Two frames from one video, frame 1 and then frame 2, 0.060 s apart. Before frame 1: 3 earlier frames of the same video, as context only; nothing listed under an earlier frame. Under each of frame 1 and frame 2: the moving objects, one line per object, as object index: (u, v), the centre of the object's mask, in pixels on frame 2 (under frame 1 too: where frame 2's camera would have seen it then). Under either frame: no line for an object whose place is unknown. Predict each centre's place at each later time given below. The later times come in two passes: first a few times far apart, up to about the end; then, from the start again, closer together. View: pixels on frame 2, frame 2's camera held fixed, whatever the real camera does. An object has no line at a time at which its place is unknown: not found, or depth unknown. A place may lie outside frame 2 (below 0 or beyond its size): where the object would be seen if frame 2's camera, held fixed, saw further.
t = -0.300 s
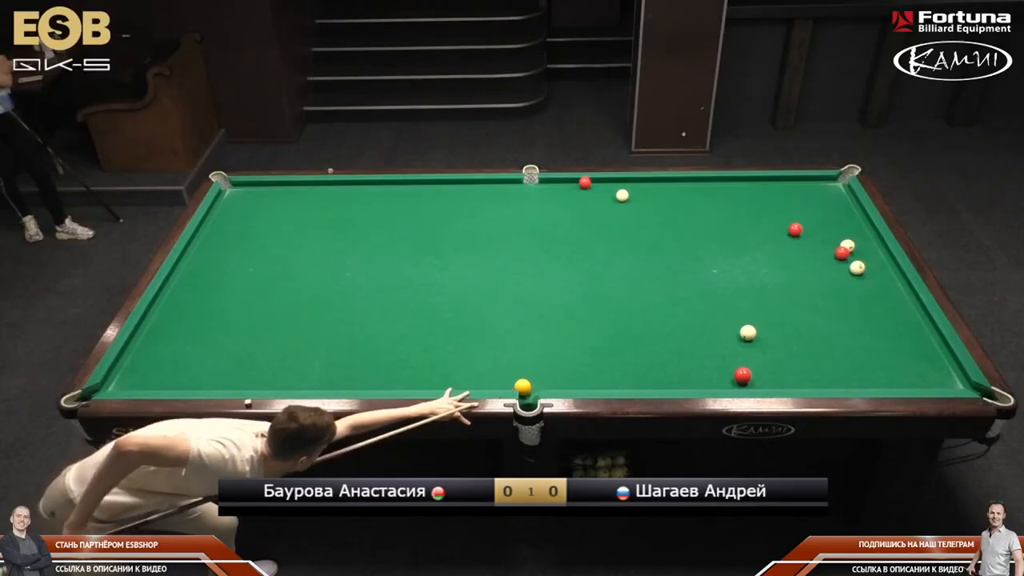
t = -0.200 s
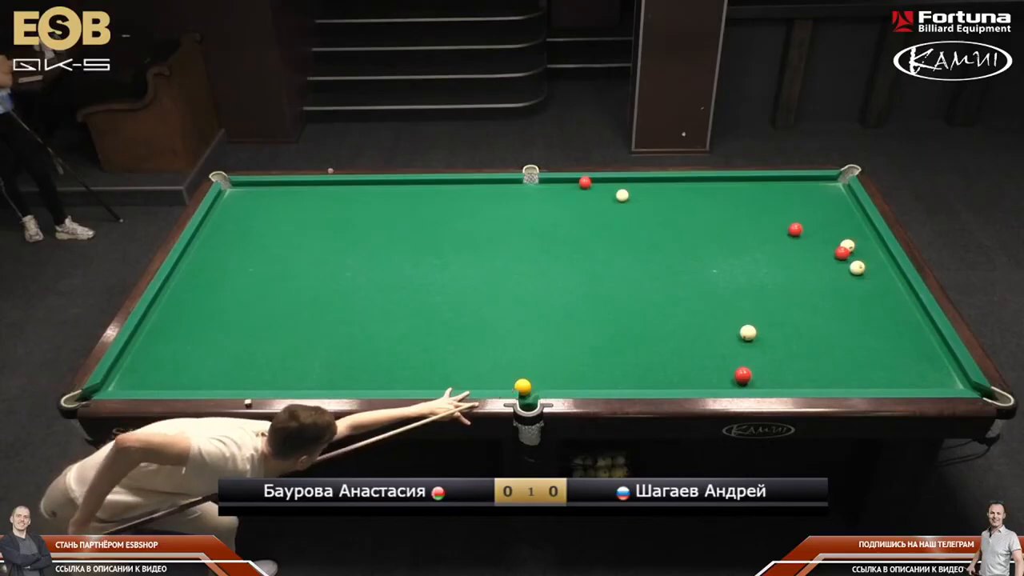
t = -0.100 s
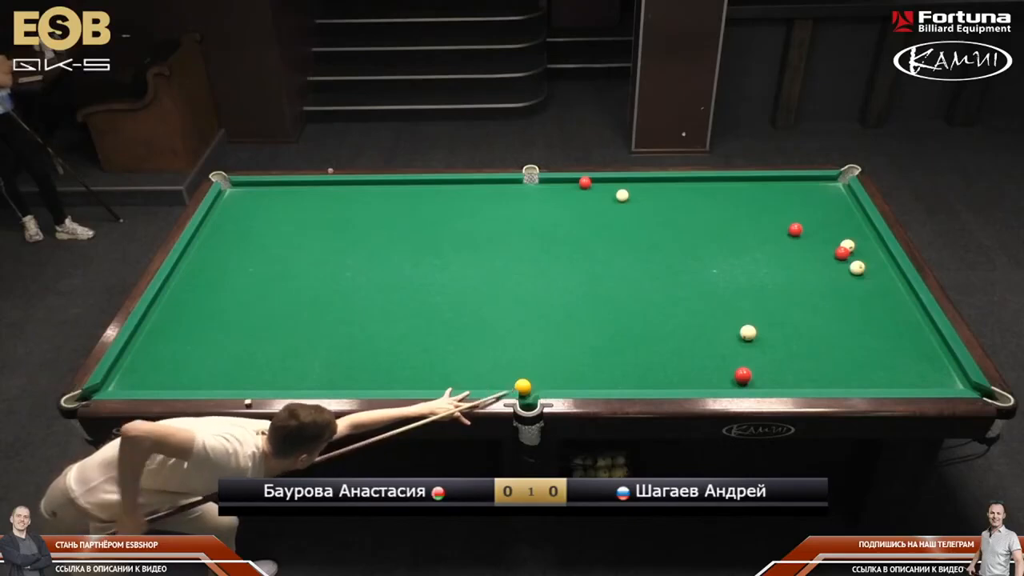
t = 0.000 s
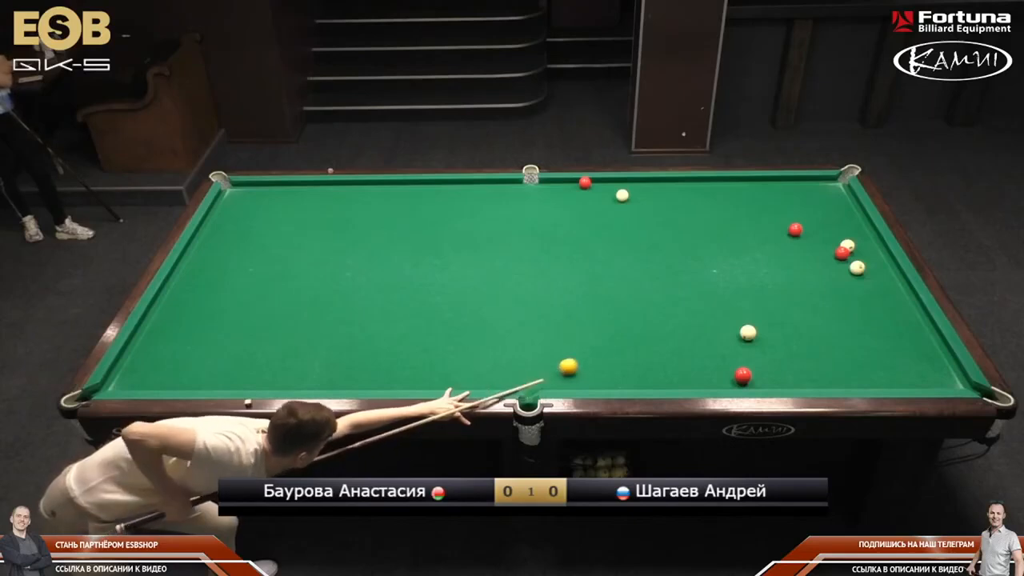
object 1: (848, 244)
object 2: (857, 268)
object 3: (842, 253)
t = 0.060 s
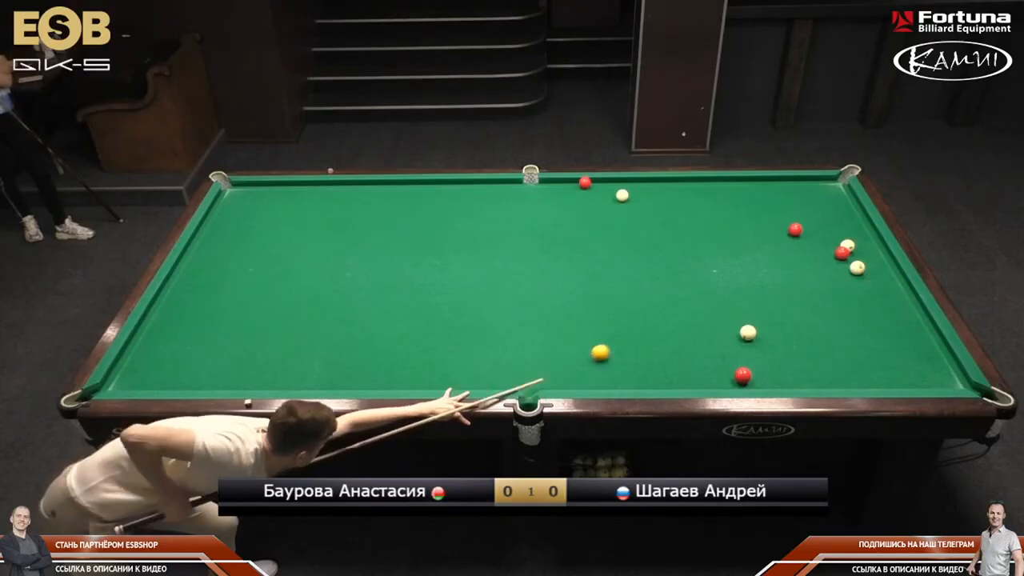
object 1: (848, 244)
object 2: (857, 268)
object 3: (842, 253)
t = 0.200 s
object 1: (848, 244)
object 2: (857, 268)
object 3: (842, 253)
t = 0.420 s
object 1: (848, 244)
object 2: (857, 268)
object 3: (842, 253)
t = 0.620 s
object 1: (849, 242)
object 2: (857, 268)
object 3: (862, 255)
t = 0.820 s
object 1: (854, 231)
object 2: (857, 267)
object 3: (873, 267)
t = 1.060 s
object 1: (860, 218)
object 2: (829, 269)
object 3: (867, 274)
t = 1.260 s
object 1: (856, 210)
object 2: (808, 270)
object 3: (863, 279)
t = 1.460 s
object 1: (847, 203)
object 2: (788, 272)
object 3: (858, 285)
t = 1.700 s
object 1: (836, 196)
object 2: (765, 273)
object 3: (852, 291)
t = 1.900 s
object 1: (828, 190)
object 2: (746, 274)
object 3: (848, 296)
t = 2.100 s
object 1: (821, 184)
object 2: (728, 275)
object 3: (844, 300)
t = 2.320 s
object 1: (813, 179)
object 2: (709, 276)
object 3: (840, 305)
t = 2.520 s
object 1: (812, 181)
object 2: (693, 277)
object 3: (836, 309)
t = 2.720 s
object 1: (811, 184)
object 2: (677, 278)
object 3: (833, 313)
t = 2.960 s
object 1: (810, 187)
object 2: (658, 279)
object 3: (829, 317)
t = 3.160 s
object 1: (810, 189)
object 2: (644, 280)
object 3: (826, 320)
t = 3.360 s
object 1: (809, 191)
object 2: (630, 280)
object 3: (824, 323)
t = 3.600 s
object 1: (808, 193)
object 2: (615, 281)
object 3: (822, 325)
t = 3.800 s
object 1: (808, 194)
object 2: (603, 282)
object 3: (820, 328)
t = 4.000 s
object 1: (808, 196)
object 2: (592, 283)
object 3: (818, 330)
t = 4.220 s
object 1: (807, 197)
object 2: (579, 283)
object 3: (817, 331)
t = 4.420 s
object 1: (807, 197)
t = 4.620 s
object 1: (807, 197)
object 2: (559, 284)
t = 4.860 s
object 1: (807, 198)
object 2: (549, 285)
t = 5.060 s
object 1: (807, 198)
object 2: (541, 285)
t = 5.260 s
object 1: (807, 198)
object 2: (533, 285)
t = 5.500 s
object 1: (807, 198)
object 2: (525, 285)
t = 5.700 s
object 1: (807, 198)
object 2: (520, 286)
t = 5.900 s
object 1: (807, 198)
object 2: (514, 286)
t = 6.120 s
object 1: (807, 198)
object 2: (509, 286)
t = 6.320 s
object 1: (807, 198)
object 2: (506, 286)
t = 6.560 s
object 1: (807, 198)
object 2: (502, 286)
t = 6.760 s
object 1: (807, 198)
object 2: (500, 286)
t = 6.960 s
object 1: (807, 198)
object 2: (498, 286)
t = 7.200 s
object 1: (807, 198)
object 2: (497, 286)
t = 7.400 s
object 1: (807, 198)
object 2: (497, 286)
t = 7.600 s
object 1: (807, 198)
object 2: (497, 286)
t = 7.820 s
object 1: (807, 198)
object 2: (497, 286)
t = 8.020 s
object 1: (807, 198)
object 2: (497, 286)
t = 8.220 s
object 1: (807, 198)
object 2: (497, 286)
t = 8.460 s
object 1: (807, 198)
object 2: (497, 286)
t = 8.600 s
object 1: (807, 198)
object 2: (497, 286)
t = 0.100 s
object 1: (848, 244)
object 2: (857, 268)
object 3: (842, 253)
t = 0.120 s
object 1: (848, 244)
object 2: (857, 268)
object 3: (842, 253)
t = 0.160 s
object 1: (848, 244)
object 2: (857, 268)
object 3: (842, 253)
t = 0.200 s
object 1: (848, 244)
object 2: (857, 268)
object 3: (842, 253)
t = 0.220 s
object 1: (848, 244)
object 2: (857, 268)
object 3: (842, 253)
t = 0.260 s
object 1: (848, 244)
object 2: (857, 268)
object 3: (842, 253)
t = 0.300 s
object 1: (848, 244)
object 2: (857, 268)
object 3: (842, 253)
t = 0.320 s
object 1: (848, 244)
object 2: (857, 268)
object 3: (842, 253)
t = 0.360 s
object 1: (848, 244)
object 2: (857, 268)
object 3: (842, 253)
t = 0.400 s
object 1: (848, 244)
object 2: (857, 268)
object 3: (842, 253)
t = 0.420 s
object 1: (848, 244)
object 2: (857, 268)
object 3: (842, 253)
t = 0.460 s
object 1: (848, 244)
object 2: (857, 268)
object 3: (842, 253)
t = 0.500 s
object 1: (848, 244)
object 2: (857, 268)
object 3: (842, 253)
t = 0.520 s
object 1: (848, 244)
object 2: (857, 268)
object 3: (842, 253)
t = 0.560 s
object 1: (848, 244)
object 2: (857, 268)
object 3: (842, 253)
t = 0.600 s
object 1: (848, 243)
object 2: (857, 268)
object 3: (854, 253)
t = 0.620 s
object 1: (849, 242)
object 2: (857, 268)
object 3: (862, 255)
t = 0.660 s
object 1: (850, 240)
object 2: (857, 268)
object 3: (877, 259)
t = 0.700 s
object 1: (851, 238)
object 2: (857, 268)
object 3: (891, 262)
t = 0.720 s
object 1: (852, 236)
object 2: (857, 268)
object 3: (890, 263)
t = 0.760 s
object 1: (853, 234)
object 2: (857, 267)
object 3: (882, 265)
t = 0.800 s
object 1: (854, 232)
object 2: (857, 268)
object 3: (876, 266)
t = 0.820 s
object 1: (854, 231)
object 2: (857, 267)
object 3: (873, 267)
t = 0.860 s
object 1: (855, 229)
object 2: (852, 268)
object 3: (872, 268)
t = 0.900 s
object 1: (856, 226)
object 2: (846, 268)
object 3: (872, 269)
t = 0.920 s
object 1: (857, 225)
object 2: (844, 268)
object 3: (871, 270)
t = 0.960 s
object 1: (858, 223)
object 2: (840, 269)
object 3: (870, 271)
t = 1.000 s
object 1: (859, 221)
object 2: (836, 269)
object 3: (869, 272)
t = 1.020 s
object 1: (859, 220)
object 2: (834, 269)
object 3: (869, 273)
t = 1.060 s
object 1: (860, 218)
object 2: (829, 269)
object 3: (867, 274)
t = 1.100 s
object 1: (861, 216)
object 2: (825, 270)
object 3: (867, 275)
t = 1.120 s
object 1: (862, 215)
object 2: (823, 270)
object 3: (866, 276)
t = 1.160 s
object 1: (861, 213)
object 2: (819, 270)
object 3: (865, 277)
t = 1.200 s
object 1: (859, 212)
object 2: (815, 270)
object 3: (864, 278)
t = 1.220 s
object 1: (858, 211)
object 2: (812, 270)
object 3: (864, 278)
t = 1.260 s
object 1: (856, 210)
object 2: (808, 270)
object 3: (863, 279)
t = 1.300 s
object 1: (854, 208)
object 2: (804, 271)
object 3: (862, 281)
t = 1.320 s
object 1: (853, 208)
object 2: (802, 271)
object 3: (861, 281)
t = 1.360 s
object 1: (851, 206)
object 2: (798, 271)
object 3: (860, 282)
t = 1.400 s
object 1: (849, 205)
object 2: (794, 271)
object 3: (859, 283)
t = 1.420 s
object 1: (849, 205)
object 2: (792, 271)
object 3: (859, 284)
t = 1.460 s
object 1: (847, 203)
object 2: (788, 272)
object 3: (858, 285)
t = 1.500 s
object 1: (845, 202)
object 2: (784, 272)
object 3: (857, 286)
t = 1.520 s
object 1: (844, 201)
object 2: (782, 272)
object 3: (857, 286)
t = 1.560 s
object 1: (842, 200)
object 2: (778, 272)
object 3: (856, 287)
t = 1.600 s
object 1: (841, 199)
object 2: (774, 272)
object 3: (855, 288)
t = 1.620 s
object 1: (840, 198)
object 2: (772, 273)
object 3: (854, 289)
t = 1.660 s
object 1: (838, 197)
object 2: (769, 273)
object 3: (854, 290)
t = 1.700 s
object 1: (836, 196)
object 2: (765, 273)
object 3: (852, 291)
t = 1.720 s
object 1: (836, 195)
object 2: (763, 273)
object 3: (852, 291)
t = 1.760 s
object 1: (834, 194)
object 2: (759, 273)
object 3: (851, 292)
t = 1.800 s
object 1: (832, 193)
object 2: (755, 274)
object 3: (850, 293)
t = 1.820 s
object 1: (832, 192)
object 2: (754, 274)
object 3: (850, 294)
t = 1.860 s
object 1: (830, 191)
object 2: (750, 274)
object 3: (849, 295)
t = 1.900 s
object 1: (828, 190)
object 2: (746, 274)
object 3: (848, 296)
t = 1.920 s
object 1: (828, 189)
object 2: (744, 274)
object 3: (848, 296)
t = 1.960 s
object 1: (826, 188)
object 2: (741, 275)
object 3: (847, 297)
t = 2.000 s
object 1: (825, 187)
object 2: (737, 275)
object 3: (846, 298)
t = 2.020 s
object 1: (824, 187)
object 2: (735, 275)
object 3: (846, 298)
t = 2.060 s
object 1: (822, 185)
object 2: (732, 275)
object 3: (845, 299)
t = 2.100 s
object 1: (821, 184)
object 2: (728, 275)
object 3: (844, 300)
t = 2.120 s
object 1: (820, 184)
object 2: (726, 275)
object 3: (844, 301)
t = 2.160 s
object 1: (819, 183)
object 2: (723, 275)
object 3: (843, 302)
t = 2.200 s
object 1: (817, 182)
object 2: (719, 276)
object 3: (842, 302)
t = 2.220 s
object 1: (817, 181)
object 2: (717, 276)
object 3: (842, 302)
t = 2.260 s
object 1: (815, 180)
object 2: (714, 276)
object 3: (841, 304)
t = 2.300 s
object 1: (814, 179)
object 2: (711, 276)
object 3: (840, 304)
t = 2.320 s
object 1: (813, 179)
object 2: (709, 276)
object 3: (840, 305)
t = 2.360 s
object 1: (813, 179)
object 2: (706, 276)
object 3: (839, 305)
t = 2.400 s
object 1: (813, 180)
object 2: (702, 277)
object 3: (838, 306)
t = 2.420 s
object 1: (812, 180)
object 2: (701, 277)
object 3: (838, 307)
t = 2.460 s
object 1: (812, 180)
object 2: (698, 277)
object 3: (837, 308)
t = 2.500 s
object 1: (812, 181)
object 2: (694, 277)
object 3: (837, 308)
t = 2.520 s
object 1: (812, 181)
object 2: (693, 277)
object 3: (836, 309)
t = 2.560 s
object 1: (812, 182)
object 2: (689, 277)
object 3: (835, 309)
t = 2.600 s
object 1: (812, 182)
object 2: (686, 277)
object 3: (835, 310)
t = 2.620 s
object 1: (812, 183)
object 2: (684, 278)
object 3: (834, 311)
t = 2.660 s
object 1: (811, 183)
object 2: (681, 278)
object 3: (834, 311)
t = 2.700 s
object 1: (811, 183)
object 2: (678, 278)
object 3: (833, 312)
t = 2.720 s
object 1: (811, 184)
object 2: (677, 278)
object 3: (833, 313)
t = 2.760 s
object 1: (811, 184)
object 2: (674, 278)
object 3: (832, 313)
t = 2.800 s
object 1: (811, 185)
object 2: (671, 278)
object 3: (831, 314)
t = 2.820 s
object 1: (811, 185)
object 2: (669, 278)
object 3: (831, 314)
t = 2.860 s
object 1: (811, 185)
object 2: (666, 279)
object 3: (831, 315)
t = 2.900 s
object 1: (811, 186)
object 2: (663, 279)
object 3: (830, 316)
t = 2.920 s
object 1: (811, 186)
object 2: (661, 279)
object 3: (830, 316)
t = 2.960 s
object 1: (810, 187)
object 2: (658, 279)
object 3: (829, 317)
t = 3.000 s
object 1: (810, 187)
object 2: (655, 279)
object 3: (828, 317)
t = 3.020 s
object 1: (810, 187)
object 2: (654, 279)
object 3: (828, 318)
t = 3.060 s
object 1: (810, 188)
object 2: (651, 279)
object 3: (828, 318)
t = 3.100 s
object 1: (810, 188)
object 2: (648, 279)
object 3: (827, 319)
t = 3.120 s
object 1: (810, 188)
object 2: (647, 279)
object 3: (827, 319)
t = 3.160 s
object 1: (810, 189)
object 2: (644, 280)
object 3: (826, 320)
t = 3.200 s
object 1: (810, 189)
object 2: (641, 280)
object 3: (826, 320)
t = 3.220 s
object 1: (810, 190)
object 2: (640, 279)
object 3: (826, 321)
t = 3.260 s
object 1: (809, 190)
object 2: (637, 280)
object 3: (825, 321)
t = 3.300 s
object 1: (809, 190)
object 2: (634, 280)
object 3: (825, 322)
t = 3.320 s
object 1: (809, 191)
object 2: (633, 280)
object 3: (824, 322)
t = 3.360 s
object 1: (809, 191)
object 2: (630, 280)
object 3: (824, 323)
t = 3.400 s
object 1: (809, 191)
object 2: (628, 280)
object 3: (824, 323)
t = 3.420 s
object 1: (809, 191)
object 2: (626, 280)
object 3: (824, 323)
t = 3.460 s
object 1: (809, 192)
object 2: (624, 280)
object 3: (823, 324)
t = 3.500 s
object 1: (809, 192)
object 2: (621, 280)
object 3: (823, 324)
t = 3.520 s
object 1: (809, 192)
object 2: (620, 280)
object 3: (823, 325)
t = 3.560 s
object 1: (809, 193)
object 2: (617, 281)
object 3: (822, 325)
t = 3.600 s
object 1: (808, 193)
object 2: (615, 281)
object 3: (822, 325)
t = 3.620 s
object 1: (809, 193)
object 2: (613, 281)
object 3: (822, 326)
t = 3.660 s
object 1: (808, 193)
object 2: (611, 281)
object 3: (822, 326)
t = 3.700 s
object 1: (809, 194)
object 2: (609, 281)
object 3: (821, 326)
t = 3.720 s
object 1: (808, 194)
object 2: (607, 281)
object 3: (821, 327)
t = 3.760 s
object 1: (808, 194)
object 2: (605, 281)
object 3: (820, 328)
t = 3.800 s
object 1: (808, 194)
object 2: (603, 282)
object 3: (820, 328)
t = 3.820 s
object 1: (808, 195)
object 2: (601, 282)
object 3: (820, 328)
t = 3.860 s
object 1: (808, 195)
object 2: (599, 282)
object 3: (819, 328)
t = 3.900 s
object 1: (808, 195)
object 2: (596, 282)
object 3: (819, 329)
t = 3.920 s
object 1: (808, 195)
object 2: (596, 282)
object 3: (819, 329)
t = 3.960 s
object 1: (808, 195)
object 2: (593, 282)
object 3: (818, 329)
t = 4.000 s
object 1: (808, 196)
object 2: (592, 283)
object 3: (818, 330)
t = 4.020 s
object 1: (808, 196)
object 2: (592, 283)
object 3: (818, 330)
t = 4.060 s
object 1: (808, 196)
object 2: (586, 282)
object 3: (818, 330)
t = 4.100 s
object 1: (808, 196)
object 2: (585, 282)
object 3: (818, 330)
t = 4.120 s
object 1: (808, 196)
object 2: (585, 283)
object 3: (818, 331)
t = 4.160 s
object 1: (808, 196)
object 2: (582, 283)
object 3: (817, 331)
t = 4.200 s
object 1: (807, 197)
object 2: (580, 283)
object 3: (817, 331)
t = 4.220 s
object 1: (807, 197)
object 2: (579, 283)
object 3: (817, 331)
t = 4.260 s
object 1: (807, 197)
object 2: (577, 283)
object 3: (817, 332)
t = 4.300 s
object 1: (807, 197)
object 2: (575, 283)
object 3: (817, 332)
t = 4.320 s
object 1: (807, 197)
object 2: (574, 283)
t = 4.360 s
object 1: (807, 197)
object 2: (572, 284)
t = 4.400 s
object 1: (807, 197)
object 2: (574, 288)
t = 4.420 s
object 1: (807, 197)
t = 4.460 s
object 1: (807, 197)
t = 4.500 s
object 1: (807, 197)
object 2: (565, 283)
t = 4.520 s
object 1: (807, 197)
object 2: (564, 283)
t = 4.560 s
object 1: (807, 197)
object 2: (562, 284)
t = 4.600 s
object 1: (807, 197)
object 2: (561, 284)
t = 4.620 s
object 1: (807, 197)
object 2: (559, 284)
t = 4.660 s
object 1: (807, 197)
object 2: (558, 284)
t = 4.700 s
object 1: (807, 197)
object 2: (556, 285)
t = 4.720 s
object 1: (807, 197)
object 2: (555, 285)
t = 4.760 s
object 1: (809, 198)
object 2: (553, 285)
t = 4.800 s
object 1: (807, 198)
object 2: (551, 285)
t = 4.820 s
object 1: (807, 198)
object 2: (551, 285)
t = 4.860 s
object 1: (807, 198)
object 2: (549, 285)
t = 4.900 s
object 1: (807, 198)
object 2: (547, 285)
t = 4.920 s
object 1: (807, 198)
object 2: (546, 285)
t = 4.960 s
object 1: (807, 198)
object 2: (545, 285)
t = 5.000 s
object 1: (807, 198)
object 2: (543, 285)
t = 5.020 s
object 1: (807, 198)
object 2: (542, 285)
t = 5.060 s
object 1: (807, 198)
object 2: (541, 285)
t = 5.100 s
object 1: (807, 198)
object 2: (539, 285)
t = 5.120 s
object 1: (807, 198)
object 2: (538, 285)
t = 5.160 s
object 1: (807, 198)
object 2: (537, 285)
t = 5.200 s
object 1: (807, 198)
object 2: (536, 285)
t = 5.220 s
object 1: (807, 198)
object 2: (535, 285)
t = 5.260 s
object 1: (807, 198)
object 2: (533, 285)
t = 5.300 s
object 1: (807, 198)
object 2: (532, 285)
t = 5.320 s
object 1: (807, 198)
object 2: (531, 285)
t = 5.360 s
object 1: (807, 198)
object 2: (530, 285)
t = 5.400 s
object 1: (807, 198)
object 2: (529, 285)
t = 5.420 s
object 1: (807, 198)
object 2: (528, 285)
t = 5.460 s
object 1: (807, 198)
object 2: (527, 285)
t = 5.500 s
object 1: (807, 198)
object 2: (525, 285)
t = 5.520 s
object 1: (807, 198)
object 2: (525, 285)
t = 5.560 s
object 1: (807, 198)
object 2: (524, 285)
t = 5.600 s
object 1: (807, 198)
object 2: (522, 285)
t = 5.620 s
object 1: (807, 198)
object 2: (522, 285)
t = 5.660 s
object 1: (807, 198)
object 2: (521, 285)
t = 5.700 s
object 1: (807, 198)
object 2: (520, 286)
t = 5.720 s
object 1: (807, 198)
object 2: (519, 286)
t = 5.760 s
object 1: (807, 198)
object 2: (518, 286)
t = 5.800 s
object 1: (807, 198)
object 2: (517, 286)
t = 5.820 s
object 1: (807, 198)
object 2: (516, 286)
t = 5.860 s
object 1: (807, 198)
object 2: (515, 286)
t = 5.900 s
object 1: (807, 198)
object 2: (514, 286)
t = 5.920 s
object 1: (807, 198)
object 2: (514, 286)
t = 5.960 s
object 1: (807, 198)
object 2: (513, 286)
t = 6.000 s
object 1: (807, 198)
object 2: (512, 286)
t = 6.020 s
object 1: (807, 198)
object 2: (511, 286)
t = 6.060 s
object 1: (807, 198)
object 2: (511, 286)
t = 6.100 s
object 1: (807, 198)
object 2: (510, 286)
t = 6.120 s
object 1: (807, 198)
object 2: (509, 286)
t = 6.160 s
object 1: (807, 198)
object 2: (509, 286)
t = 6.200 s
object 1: (807, 198)
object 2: (508, 286)
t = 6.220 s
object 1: (807, 198)
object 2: (507, 286)
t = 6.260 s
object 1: (807, 198)
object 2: (507, 286)
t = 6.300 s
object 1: (807, 198)
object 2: (506, 286)
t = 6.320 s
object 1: (807, 198)
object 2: (506, 286)
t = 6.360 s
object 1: (807, 198)
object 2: (505, 286)
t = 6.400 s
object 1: (807, 198)
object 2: (504, 286)
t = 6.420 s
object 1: (807, 198)
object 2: (504, 286)
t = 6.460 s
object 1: (807, 198)
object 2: (503, 286)
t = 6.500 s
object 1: (807, 198)
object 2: (503, 286)
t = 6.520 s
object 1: (807, 198)
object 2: (503, 286)
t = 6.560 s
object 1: (807, 198)
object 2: (502, 286)
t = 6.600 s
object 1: (807, 198)
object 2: (501, 286)
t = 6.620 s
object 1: (807, 198)
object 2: (501, 286)
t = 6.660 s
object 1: (807, 198)
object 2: (501, 286)
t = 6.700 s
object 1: (807, 198)
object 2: (500, 286)
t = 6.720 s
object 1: (807, 198)
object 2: (500, 286)
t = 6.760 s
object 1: (807, 198)
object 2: (500, 286)
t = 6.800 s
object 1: (807, 198)
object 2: (499, 286)
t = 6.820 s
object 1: (807, 198)
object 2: (499, 286)
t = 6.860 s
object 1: (807, 198)
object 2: (499, 286)
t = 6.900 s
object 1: (807, 198)
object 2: (498, 286)
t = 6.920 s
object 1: (807, 198)
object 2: (498, 286)
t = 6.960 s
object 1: (807, 198)
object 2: (498, 286)
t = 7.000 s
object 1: (807, 198)
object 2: (498, 286)
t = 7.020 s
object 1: (807, 198)
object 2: (497, 286)
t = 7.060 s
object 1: (807, 198)
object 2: (497, 286)
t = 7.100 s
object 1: (807, 198)
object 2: (497, 286)
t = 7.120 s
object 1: (807, 198)
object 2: (497, 286)
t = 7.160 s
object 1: (807, 198)
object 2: (497, 286)
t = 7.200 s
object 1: (807, 198)
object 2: (497, 286)
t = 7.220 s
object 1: (807, 198)
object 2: (497, 286)
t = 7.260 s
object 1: (807, 198)
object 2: (497, 286)
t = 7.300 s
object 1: (807, 198)
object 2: (497, 286)
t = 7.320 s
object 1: (807, 198)
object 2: (497, 286)
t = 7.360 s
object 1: (807, 198)
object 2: (497, 286)
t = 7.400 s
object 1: (807, 198)
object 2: (497, 286)
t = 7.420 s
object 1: (807, 198)
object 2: (497, 286)
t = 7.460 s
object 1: (807, 198)
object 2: (497, 286)
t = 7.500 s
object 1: (807, 198)
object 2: (497, 286)
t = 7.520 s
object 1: (807, 198)
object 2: (497, 286)
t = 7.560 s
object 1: (807, 198)
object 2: (497, 286)
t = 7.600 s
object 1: (807, 198)
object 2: (497, 286)
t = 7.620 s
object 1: (807, 198)
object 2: (497, 286)
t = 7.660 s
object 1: (807, 198)
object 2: (497, 286)
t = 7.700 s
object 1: (807, 198)
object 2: (497, 286)
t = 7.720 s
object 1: (807, 198)
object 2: (497, 286)
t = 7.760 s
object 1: (807, 198)
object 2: (497, 286)
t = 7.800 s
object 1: (807, 198)
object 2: (497, 286)
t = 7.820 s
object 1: (807, 198)
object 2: (497, 286)
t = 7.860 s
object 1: (807, 198)
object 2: (497, 286)
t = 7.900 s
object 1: (807, 198)
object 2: (497, 286)
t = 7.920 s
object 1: (807, 198)
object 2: (497, 286)
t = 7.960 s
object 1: (807, 198)
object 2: (497, 286)
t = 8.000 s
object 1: (807, 198)
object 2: (497, 286)
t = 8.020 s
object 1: (807, 198)
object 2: (497, 286)
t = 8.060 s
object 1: (807, 198)
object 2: (497, 286)
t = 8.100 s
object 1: (807, 198)
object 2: (497, 286)
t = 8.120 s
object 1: (807, 198)
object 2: (497, 286)
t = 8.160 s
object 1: (807, 198)
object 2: (497, 286)
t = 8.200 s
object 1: (807, 198)
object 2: (497, 286)
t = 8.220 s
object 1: (807, 198)
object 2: (497, 286)
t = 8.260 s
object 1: (807, 198)
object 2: (497, 286)
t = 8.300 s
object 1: (807, 198)
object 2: (497, 286)
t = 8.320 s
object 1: (807, 198)
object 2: (497, 286)
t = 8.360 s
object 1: (807, 198)
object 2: (497, 286)
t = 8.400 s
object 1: (807, 198)
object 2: (497, 286)
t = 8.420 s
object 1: (807, 198)
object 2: (497, 286)
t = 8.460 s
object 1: (807, 198)
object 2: (497, 286)
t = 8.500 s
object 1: (807, 198)
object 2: (497, 286)
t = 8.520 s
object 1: (807, 198)
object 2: (497, 286)
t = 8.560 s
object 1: (807, 198)
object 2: (497, 286)
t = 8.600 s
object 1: (807, 198)
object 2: (497, 286)
